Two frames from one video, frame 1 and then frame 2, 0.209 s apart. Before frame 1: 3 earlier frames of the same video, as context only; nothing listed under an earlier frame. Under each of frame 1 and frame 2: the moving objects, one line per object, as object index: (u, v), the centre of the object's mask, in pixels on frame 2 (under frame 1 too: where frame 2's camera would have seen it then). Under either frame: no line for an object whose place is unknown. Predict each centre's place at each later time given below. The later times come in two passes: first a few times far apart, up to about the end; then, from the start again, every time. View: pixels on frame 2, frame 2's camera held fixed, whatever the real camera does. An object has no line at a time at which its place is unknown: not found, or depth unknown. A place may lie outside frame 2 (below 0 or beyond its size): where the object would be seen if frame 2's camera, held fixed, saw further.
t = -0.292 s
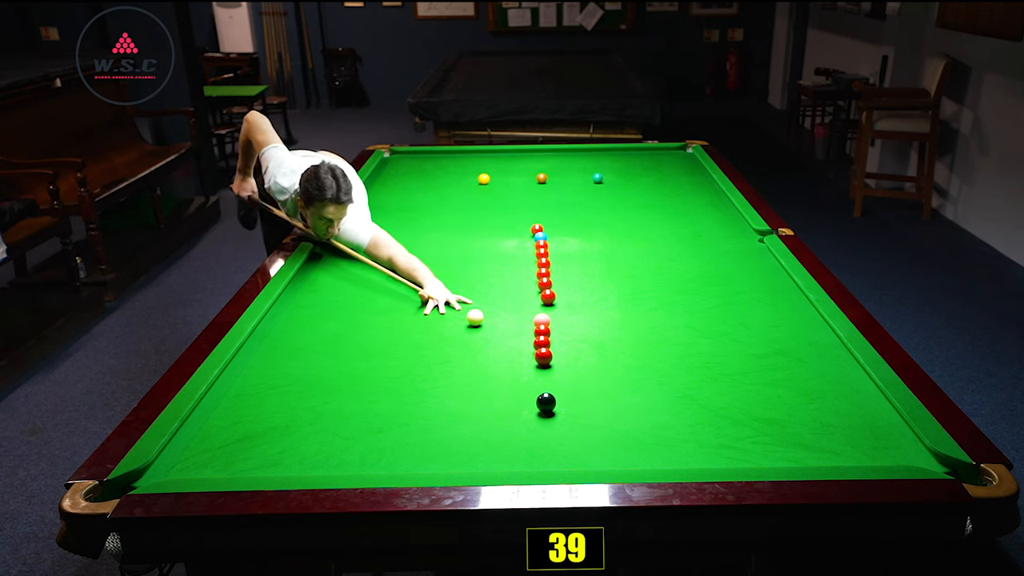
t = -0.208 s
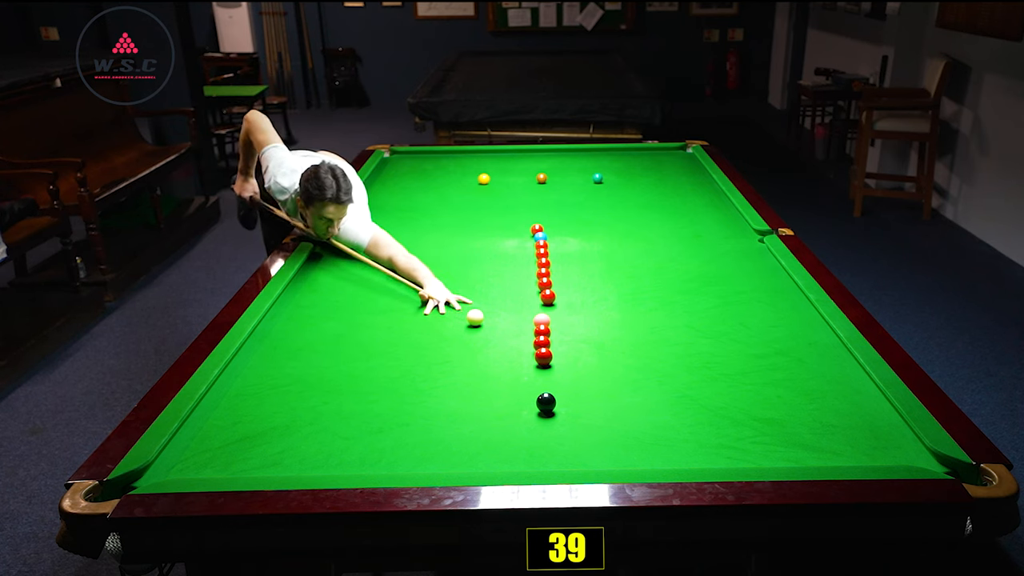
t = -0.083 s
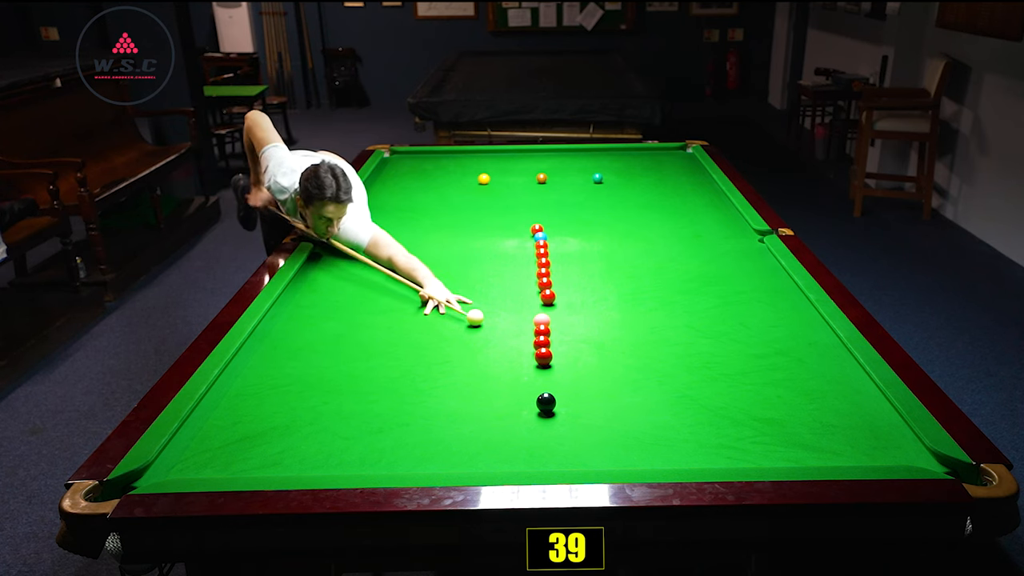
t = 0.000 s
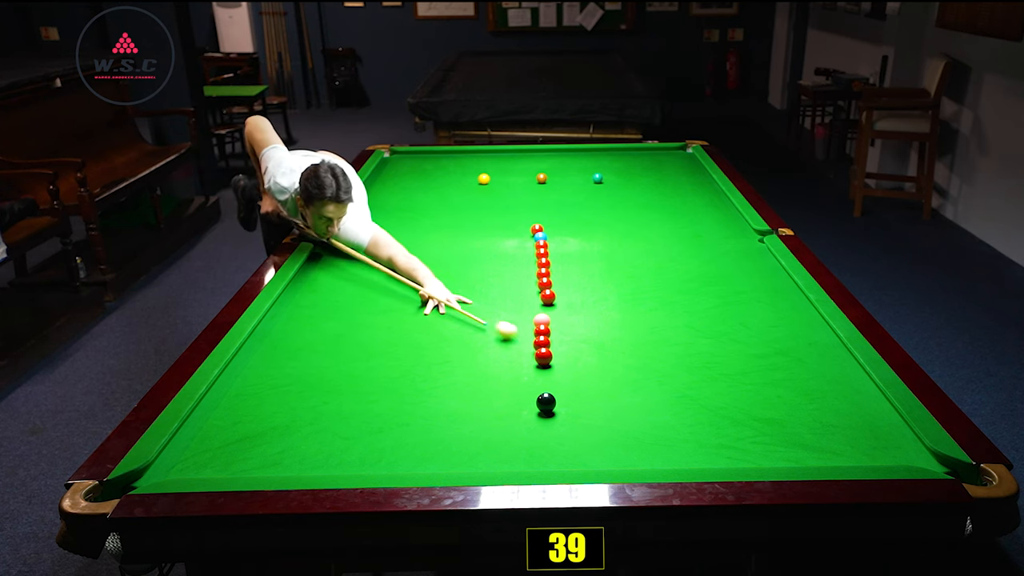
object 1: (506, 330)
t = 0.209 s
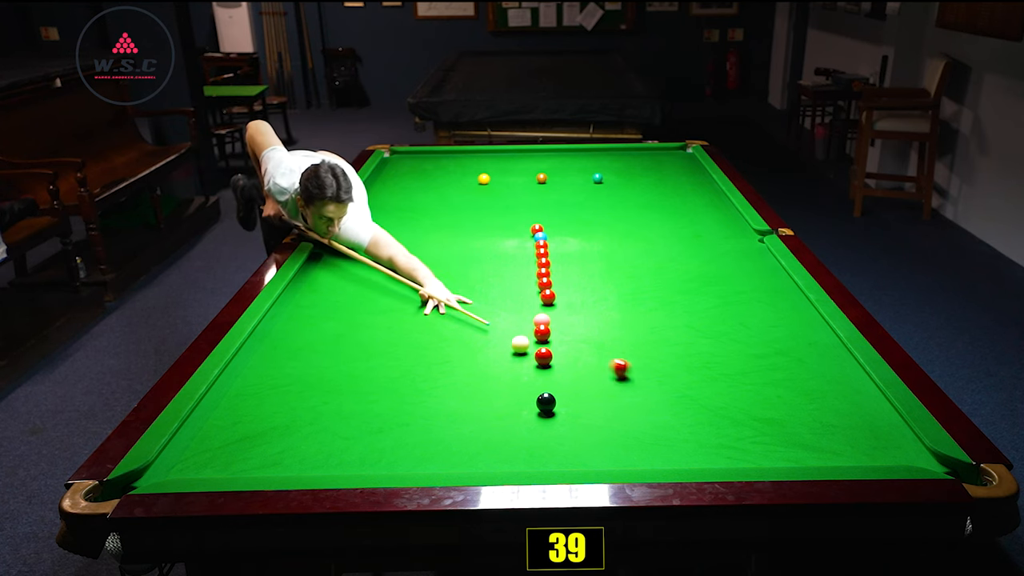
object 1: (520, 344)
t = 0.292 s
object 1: (516, 346)
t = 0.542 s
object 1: (506, 351)
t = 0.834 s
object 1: (495, 357)
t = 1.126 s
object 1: (485, 363)
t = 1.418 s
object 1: (478, 367)
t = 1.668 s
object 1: (473, 370)
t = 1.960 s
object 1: (468, 373)
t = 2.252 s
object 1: (466, 375)
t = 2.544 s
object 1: (464, 376)
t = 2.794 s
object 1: (464, 376)
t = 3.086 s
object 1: (464, 376)
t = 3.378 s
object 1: (464, 376)
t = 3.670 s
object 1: (464, 376)
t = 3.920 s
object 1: (464, 376)
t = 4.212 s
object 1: (464, 376)
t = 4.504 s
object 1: (464, 376)
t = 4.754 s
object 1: (464, 376)
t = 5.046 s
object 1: (464, 376)
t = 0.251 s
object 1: (518, 345)
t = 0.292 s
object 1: (516, 346)
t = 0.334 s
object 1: (515, 346)
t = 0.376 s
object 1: (513, 347)
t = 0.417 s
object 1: (511, 349)
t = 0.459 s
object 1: (509, 349)
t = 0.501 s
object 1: (507, 350)
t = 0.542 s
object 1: (506, 351)
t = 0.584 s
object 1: (504, 352)
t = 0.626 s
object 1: (503, 353)
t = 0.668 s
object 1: (501, 354)
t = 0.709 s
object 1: (499, 355)
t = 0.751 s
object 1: (498, 356)
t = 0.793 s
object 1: (496, 356)
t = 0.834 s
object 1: (495, 357)
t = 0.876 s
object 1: (493, 358)
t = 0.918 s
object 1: (492, 359)
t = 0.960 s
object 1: (491, 359)
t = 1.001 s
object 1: (490, 360)
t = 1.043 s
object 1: (488, 361)
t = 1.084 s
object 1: (487, 362)
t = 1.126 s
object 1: (485, 363)
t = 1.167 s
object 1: (484, 363)
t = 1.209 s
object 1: (483, 364)
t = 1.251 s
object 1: (482, 365)
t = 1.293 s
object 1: (481, 365)
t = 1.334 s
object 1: (480, 366)
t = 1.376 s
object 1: (479, 367)
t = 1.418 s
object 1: (478, 367)
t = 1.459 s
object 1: (477, 368)
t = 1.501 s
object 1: (476, 368)
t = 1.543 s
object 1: (475, 369)
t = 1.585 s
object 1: (475, 369)
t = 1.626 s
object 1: (474, 370)
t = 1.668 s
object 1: (473, 370)
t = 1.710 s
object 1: (472, 371)
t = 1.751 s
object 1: (472, 371)
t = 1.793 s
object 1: (471, 372)
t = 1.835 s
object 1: (470, 372)
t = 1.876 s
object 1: (470, 372)
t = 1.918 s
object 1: (469, 373)
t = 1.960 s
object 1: (468, 373)
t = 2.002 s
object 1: (468, 374)
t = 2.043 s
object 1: (467, 374)
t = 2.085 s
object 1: (467, 374)
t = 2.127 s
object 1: (467, 374)
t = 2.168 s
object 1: (466, 375)
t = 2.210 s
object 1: (466, 375)
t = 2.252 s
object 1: (466, 375)
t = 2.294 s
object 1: (465, 375)
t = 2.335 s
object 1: (465, 375)
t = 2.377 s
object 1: (465, 376)
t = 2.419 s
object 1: (464, 376)
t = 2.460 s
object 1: (464, 376)
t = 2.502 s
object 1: (464, 376)
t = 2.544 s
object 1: (464, 376)
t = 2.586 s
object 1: (464, 376)
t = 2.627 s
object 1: (464, 376)
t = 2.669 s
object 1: (464, 376)
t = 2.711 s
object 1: (464, 376)
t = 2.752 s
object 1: (464, 376)
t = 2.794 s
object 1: (464, 376)
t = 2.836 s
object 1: (464, 376)
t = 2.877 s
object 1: (464, 376)
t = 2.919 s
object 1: (464, 376)
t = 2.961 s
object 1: (464, 376)
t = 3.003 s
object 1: (464, 376)
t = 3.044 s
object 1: (464, 376)
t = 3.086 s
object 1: (464, 376)
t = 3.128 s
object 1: (464, 376)
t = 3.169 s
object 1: (464, 376)
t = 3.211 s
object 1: (464, 376)
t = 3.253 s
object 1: (464, 376)
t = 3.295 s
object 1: (464, 376)
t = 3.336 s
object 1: (464, 376)
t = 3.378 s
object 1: (464, 376)
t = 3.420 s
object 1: (464, 376)
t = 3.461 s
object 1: (464, 376)
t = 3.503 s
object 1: (464, 376)
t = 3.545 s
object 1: (464, 376)
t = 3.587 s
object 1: (464, 376)
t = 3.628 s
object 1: (464, 376)
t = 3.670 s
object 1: (464, 376)
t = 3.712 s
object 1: (464, 376)
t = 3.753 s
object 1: (464, 376)
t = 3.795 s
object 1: (464, 376)
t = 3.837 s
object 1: (464, 376)
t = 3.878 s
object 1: (464, 376)
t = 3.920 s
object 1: (464, 376)
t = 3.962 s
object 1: (464, 376)
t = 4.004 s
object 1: (464, 376)
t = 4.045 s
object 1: (464, 376)
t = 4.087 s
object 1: (464, 376)
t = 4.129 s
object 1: (464, 376)
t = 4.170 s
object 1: (464, 376)
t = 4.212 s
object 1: (464, 376)
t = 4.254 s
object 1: (464, 376)
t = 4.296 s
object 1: (464, 376)
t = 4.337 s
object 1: (464, 376)
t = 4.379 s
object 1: (464, 376)
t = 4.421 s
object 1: (464, 376)
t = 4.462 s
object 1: (464, 376)
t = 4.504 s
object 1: (464, 376)
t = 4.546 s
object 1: (464, 376)
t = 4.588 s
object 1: (464, 376)
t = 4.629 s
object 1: (464, 376)
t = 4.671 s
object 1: (464, 376)
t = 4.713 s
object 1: (464, 376)
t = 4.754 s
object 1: (464, 376)
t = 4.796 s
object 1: (464, 376)
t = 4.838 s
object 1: (464, 376)
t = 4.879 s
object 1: (464, 376)
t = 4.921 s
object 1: (464, 376)
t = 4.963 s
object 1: (464, 376)
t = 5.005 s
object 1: (464, 376)
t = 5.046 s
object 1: (464, 376)
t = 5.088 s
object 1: (464, 376)
